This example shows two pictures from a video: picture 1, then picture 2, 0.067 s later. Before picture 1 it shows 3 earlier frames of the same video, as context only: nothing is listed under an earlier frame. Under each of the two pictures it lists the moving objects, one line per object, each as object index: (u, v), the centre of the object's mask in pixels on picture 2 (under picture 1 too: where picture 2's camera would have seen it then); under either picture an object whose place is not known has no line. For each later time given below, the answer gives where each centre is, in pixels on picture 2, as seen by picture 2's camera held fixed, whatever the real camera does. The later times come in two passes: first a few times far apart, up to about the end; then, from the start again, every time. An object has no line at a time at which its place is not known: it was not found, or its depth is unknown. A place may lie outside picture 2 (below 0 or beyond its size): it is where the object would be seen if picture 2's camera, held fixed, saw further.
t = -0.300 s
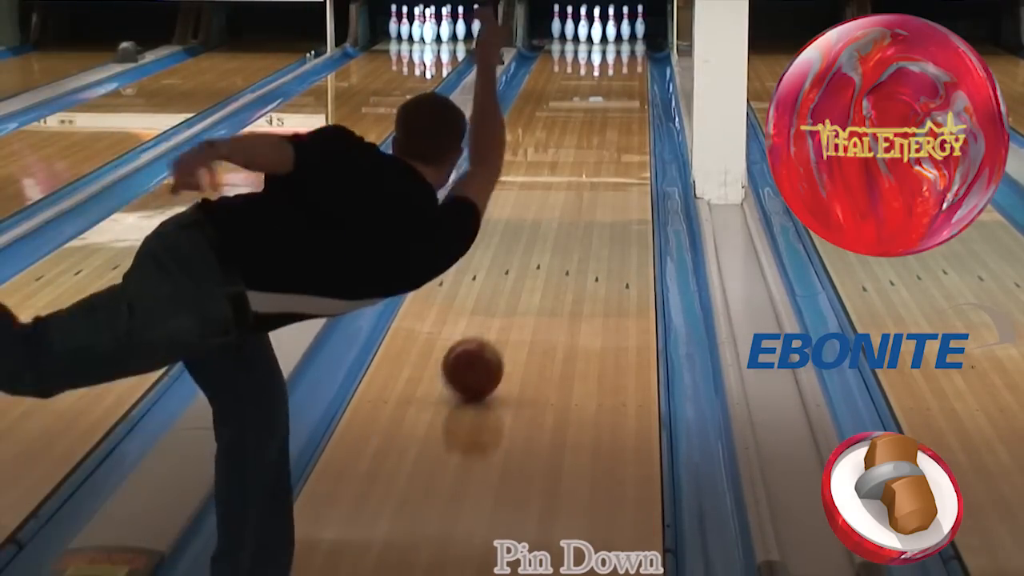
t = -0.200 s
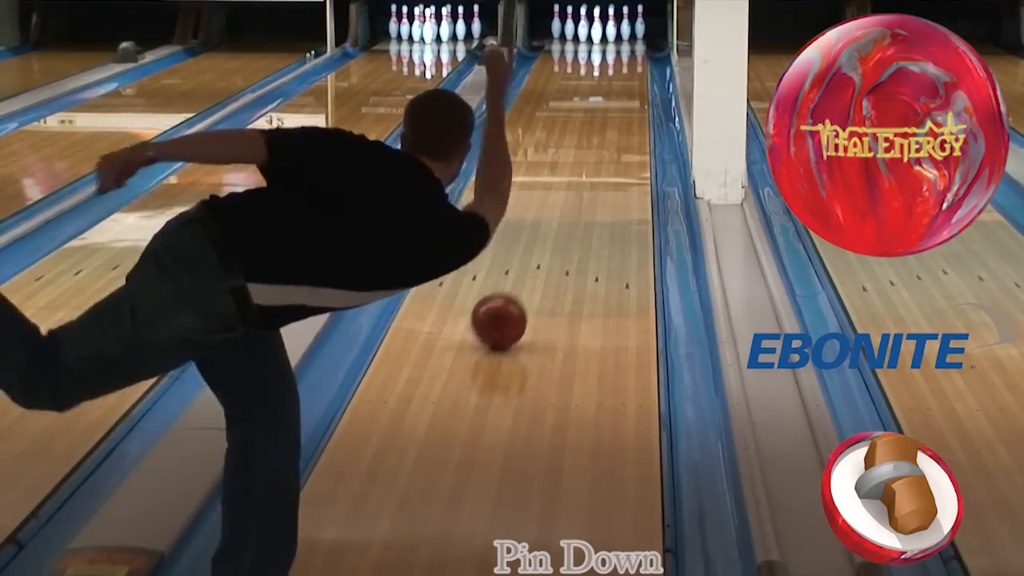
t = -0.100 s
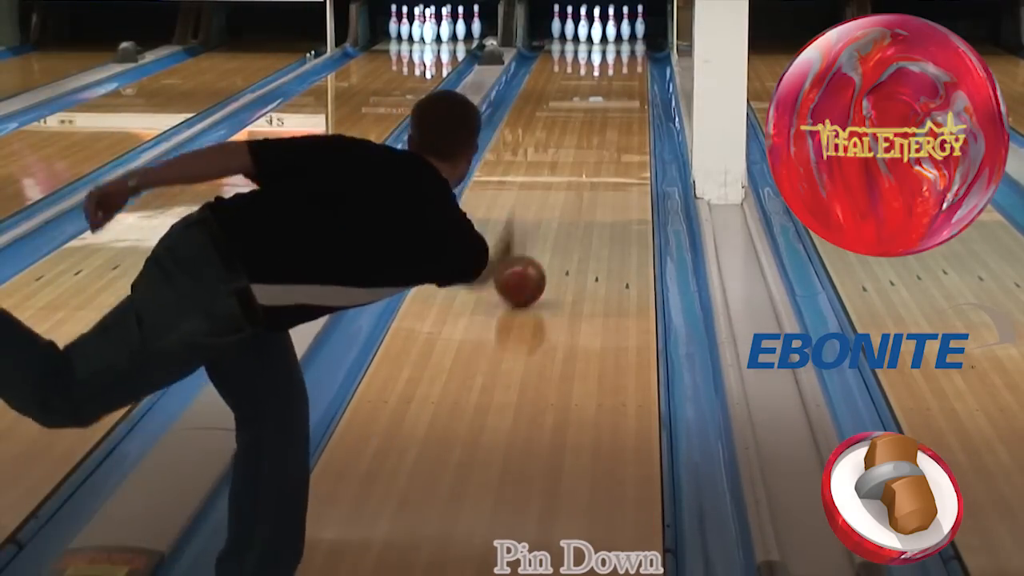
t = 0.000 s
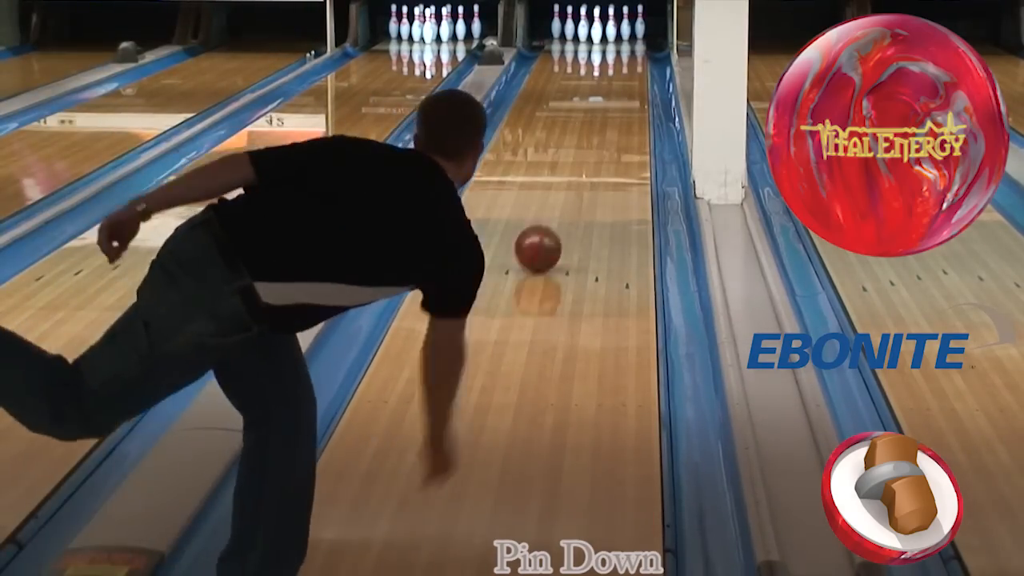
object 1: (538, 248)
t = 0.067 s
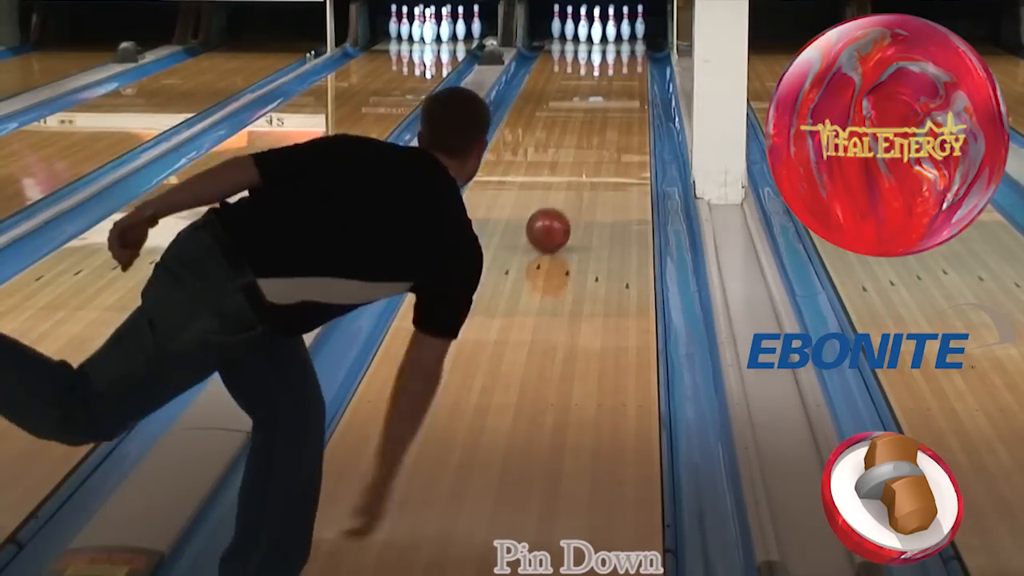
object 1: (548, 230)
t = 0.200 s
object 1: (565, 198)
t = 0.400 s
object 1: (585, 159)
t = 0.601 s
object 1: (599, 128)
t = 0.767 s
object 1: (608, 108)
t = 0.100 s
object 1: (552, 222)
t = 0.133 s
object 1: (557, 214)
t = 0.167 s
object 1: (561, 206)
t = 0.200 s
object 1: (565, 198)
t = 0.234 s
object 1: (569, 191)
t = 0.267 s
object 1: (572, 184)
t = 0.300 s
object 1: (575, 177)
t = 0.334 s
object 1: (579, 171)
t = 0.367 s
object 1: (582, 165)
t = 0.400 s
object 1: (585, 159)
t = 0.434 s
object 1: (587, 153)
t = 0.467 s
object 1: (590, 148)
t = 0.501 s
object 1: (592, 143)
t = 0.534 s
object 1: (595, 137)
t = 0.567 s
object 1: (597, 132)
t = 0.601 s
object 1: (599, 128)
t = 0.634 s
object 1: (601, 123)
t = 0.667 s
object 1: (603, 118)
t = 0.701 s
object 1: (605, 115)
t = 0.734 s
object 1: (606, 111)
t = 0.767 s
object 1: (608, 108)
